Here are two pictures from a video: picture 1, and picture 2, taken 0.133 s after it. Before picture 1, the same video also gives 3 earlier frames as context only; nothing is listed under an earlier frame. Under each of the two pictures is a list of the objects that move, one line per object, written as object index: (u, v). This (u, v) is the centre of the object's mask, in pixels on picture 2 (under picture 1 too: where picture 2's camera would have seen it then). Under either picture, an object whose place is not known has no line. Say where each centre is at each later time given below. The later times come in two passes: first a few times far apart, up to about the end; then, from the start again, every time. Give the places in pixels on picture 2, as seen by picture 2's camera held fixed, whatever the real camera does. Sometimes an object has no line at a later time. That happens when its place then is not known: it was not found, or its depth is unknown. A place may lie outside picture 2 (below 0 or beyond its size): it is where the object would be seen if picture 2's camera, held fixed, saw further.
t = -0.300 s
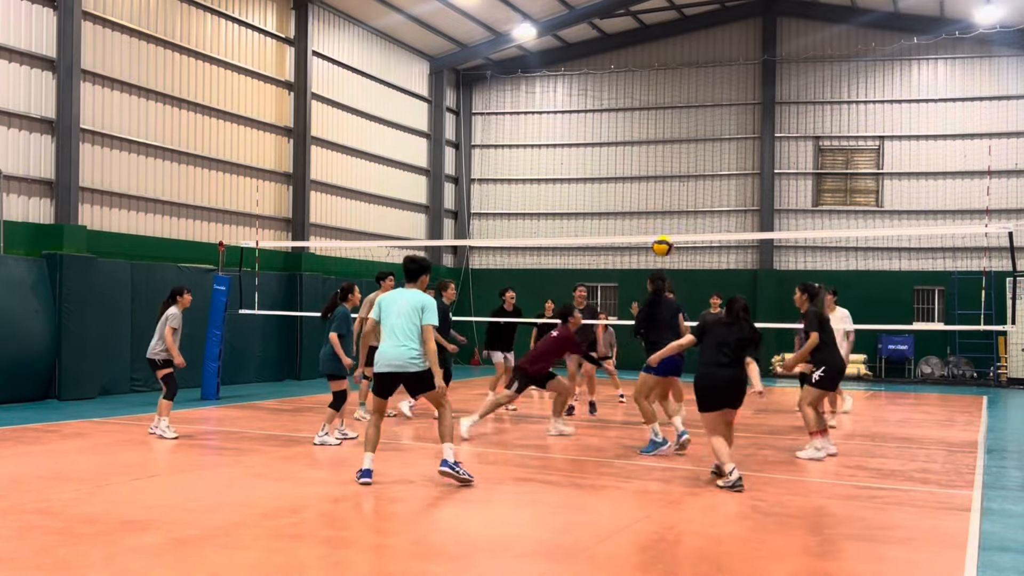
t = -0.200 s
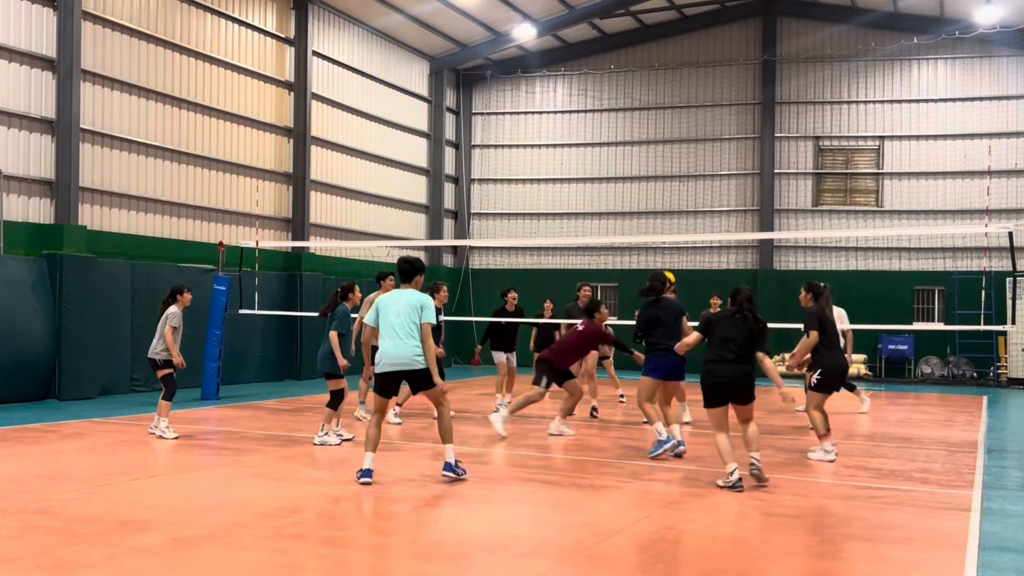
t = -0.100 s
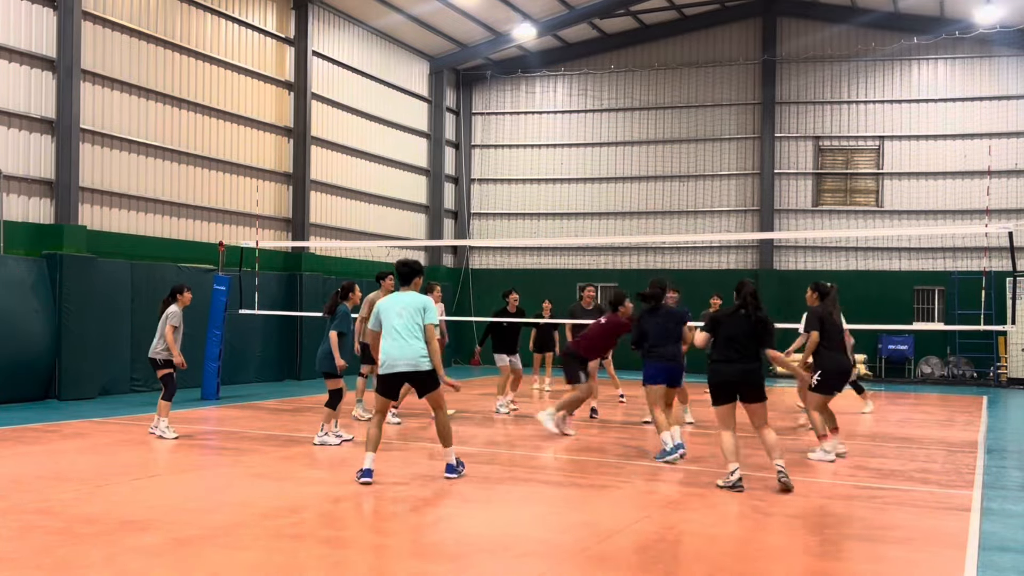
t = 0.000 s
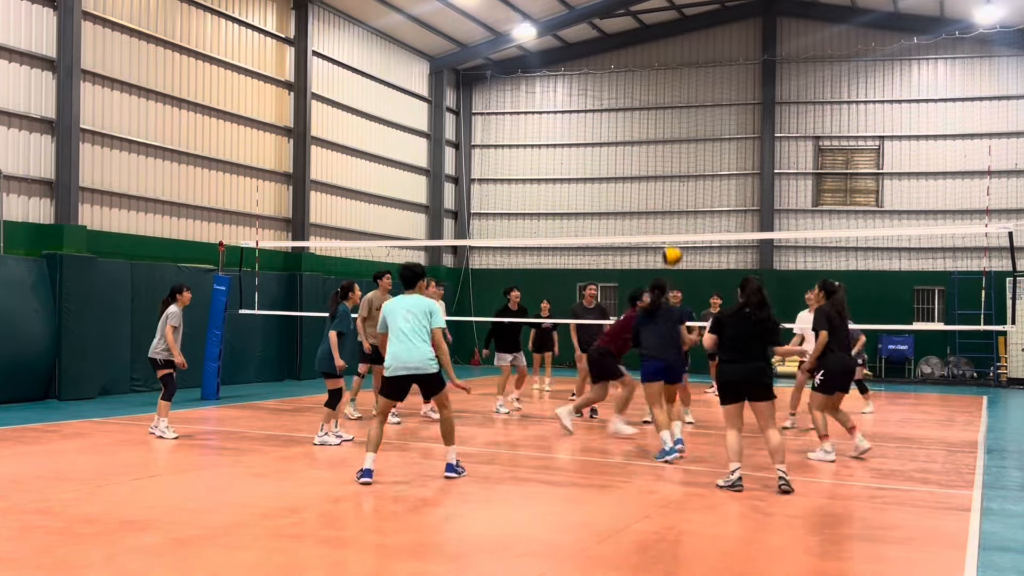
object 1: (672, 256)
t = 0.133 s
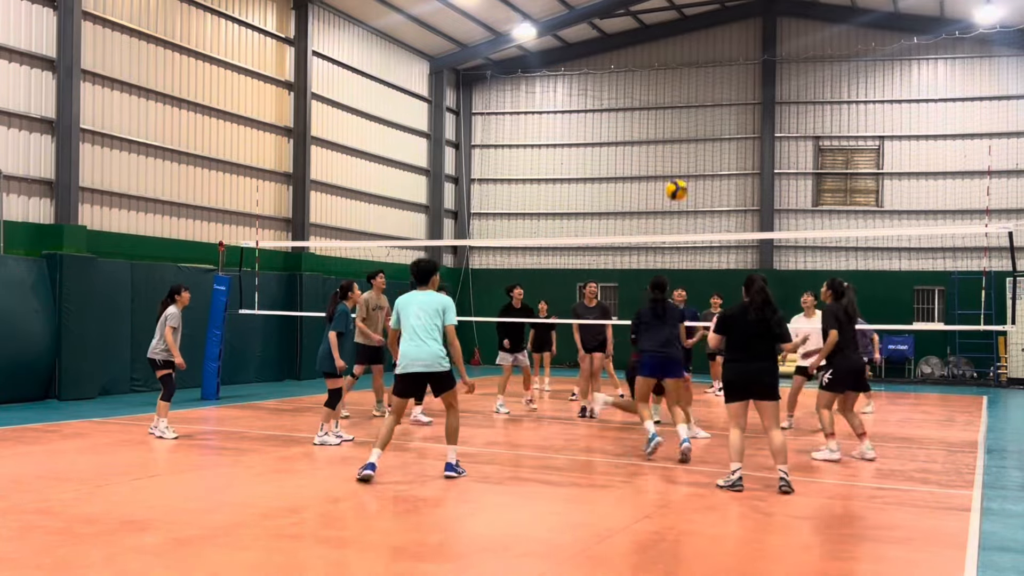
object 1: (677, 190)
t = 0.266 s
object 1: (681, 141)
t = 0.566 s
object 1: (689, 92)
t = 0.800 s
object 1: (695, 111)
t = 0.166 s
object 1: (678, 177)
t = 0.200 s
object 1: (678, 163)
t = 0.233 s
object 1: (680, 151)
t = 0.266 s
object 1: (681, 141)
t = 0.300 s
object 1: (682, 130)
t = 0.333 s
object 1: (683, 122)
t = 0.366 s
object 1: (684, 115)
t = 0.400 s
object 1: (685, 109)
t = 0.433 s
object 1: (686, 103)
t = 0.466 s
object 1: (687, 98)
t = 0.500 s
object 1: (688, 96)
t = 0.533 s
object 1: (688, 93)
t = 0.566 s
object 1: (689, 92)
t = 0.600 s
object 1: (689, 92)
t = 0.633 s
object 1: (691, 91)
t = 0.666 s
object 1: (692, 93)
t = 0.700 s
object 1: (692, 96)
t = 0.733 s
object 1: (693, 100)
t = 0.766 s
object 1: (694, 105)
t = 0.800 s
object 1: (695, 111)
